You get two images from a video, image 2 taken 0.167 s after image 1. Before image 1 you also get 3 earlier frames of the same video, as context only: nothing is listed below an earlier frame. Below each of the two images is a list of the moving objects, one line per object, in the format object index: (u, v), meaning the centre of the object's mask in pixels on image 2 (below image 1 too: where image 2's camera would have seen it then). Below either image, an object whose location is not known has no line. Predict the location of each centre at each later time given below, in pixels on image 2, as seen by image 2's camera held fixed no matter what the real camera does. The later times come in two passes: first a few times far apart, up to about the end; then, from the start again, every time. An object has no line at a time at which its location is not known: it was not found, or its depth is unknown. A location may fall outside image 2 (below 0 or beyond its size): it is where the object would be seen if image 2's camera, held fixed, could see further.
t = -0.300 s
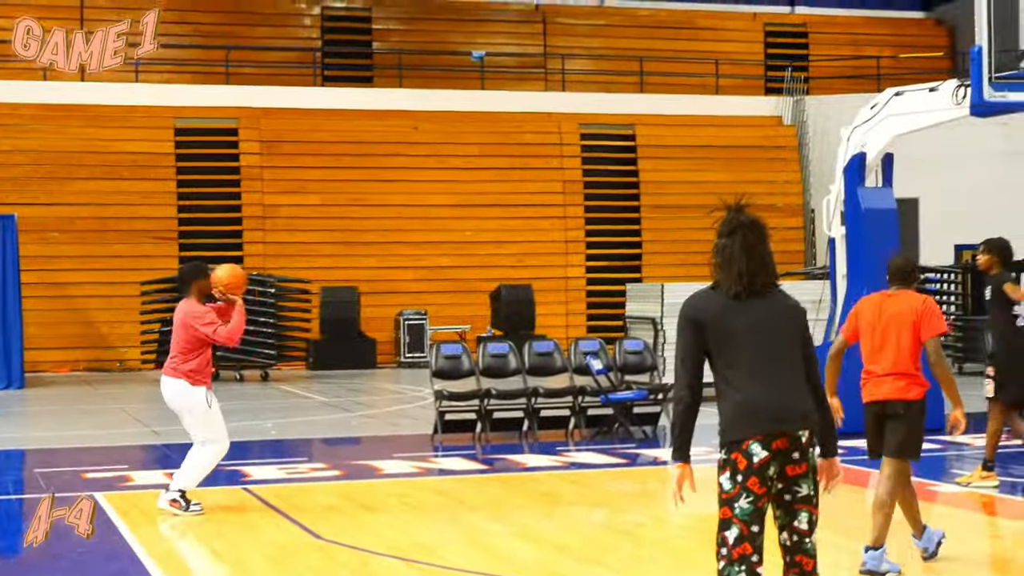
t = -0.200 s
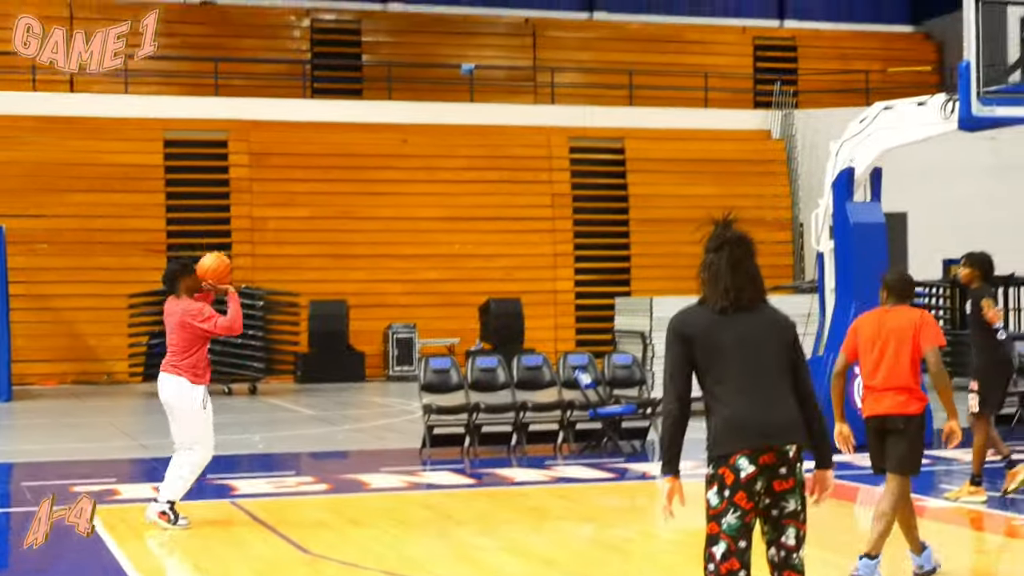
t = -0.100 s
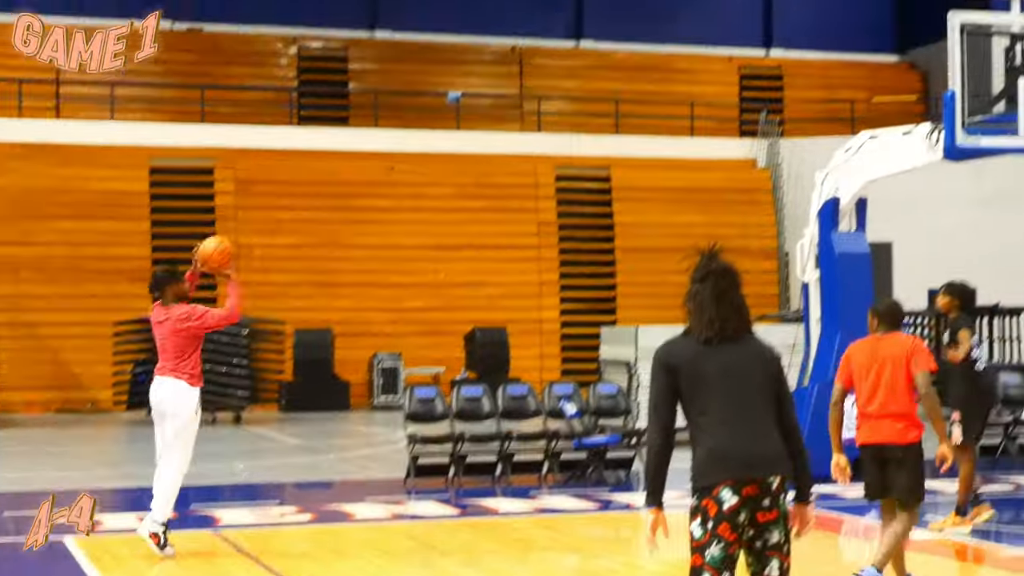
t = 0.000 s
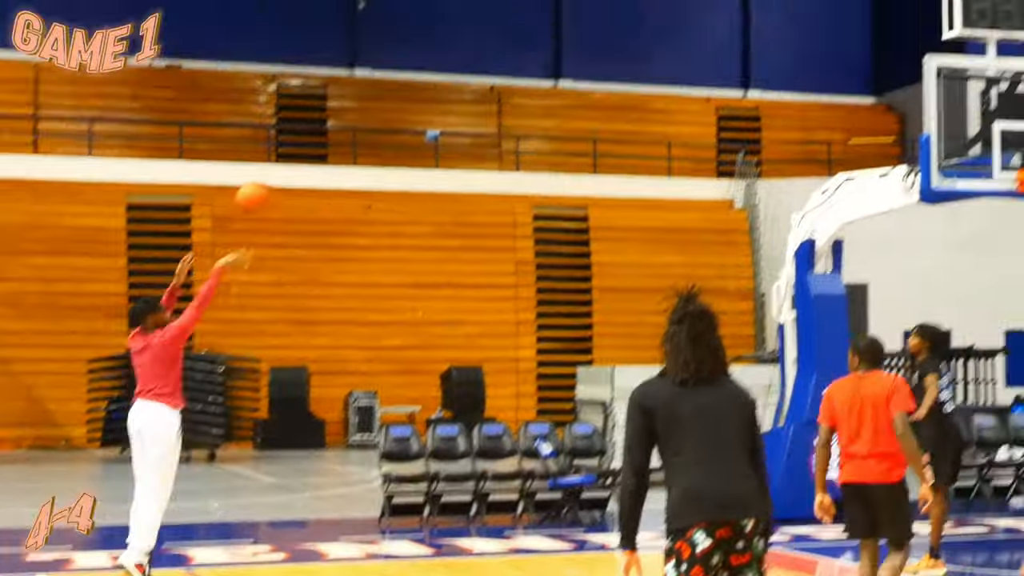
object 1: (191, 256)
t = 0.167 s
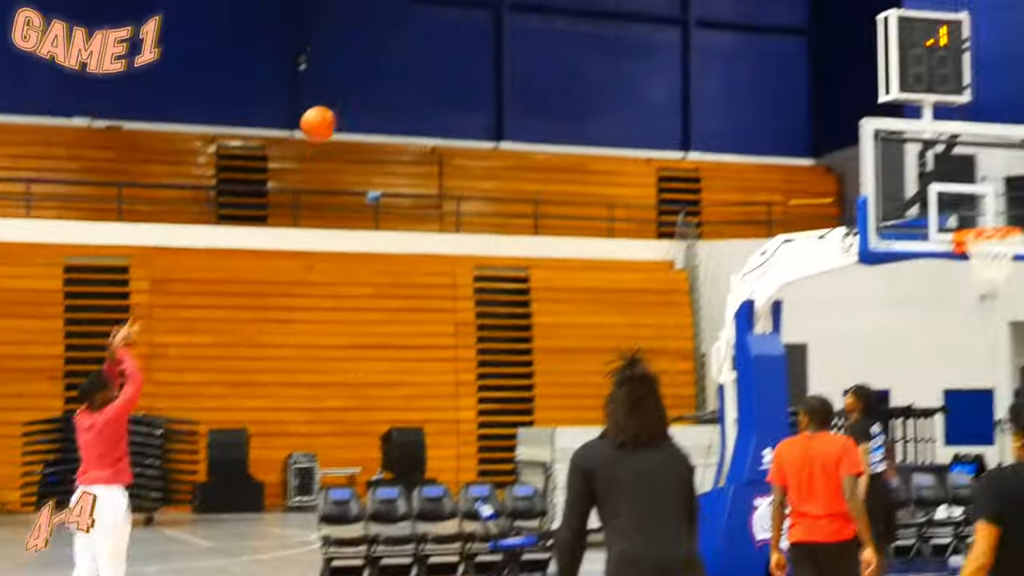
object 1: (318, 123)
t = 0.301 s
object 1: (409, 48)
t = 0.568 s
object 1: (577, -26)
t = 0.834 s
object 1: (734, -7)
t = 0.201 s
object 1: (341, 103)
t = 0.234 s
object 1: (364, 83)
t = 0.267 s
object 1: (387, 65)
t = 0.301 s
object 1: (409, 48)
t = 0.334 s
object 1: (431, 33)
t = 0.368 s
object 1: (453, 20)
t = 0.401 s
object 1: (474, 9)
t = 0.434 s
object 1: (495, -1)
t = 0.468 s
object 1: (516, -10)
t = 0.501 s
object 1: (537, -16)
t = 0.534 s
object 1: (557, -22)
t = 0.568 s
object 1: (577, -26)
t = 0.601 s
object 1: (597, -29)
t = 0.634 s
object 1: (617, -30)
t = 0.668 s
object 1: (636, -29)
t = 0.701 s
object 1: (657, -28)
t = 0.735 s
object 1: (676, -25)
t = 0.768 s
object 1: (696, -20)
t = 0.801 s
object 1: (715, -14)
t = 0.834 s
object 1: (734, -7)
